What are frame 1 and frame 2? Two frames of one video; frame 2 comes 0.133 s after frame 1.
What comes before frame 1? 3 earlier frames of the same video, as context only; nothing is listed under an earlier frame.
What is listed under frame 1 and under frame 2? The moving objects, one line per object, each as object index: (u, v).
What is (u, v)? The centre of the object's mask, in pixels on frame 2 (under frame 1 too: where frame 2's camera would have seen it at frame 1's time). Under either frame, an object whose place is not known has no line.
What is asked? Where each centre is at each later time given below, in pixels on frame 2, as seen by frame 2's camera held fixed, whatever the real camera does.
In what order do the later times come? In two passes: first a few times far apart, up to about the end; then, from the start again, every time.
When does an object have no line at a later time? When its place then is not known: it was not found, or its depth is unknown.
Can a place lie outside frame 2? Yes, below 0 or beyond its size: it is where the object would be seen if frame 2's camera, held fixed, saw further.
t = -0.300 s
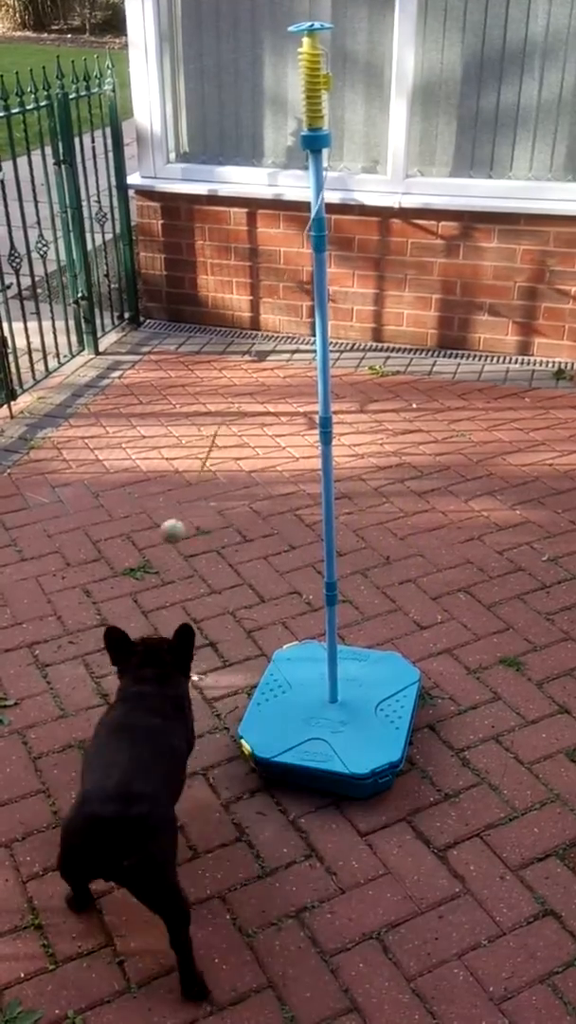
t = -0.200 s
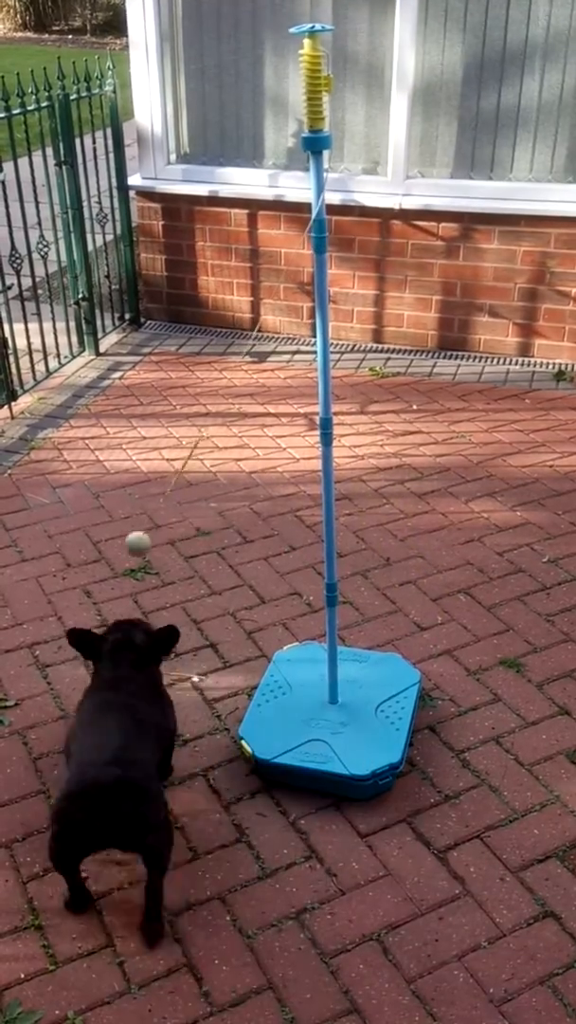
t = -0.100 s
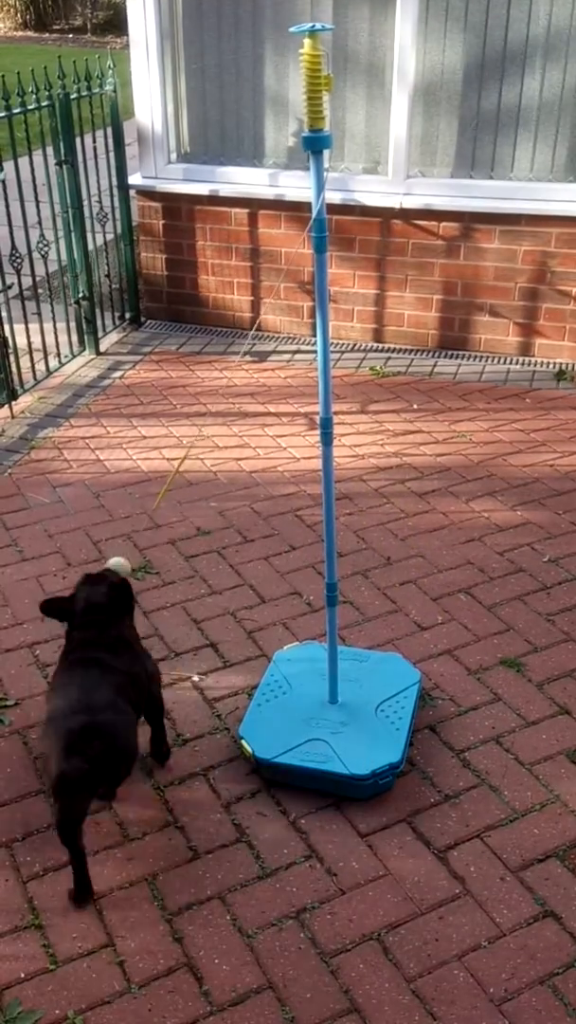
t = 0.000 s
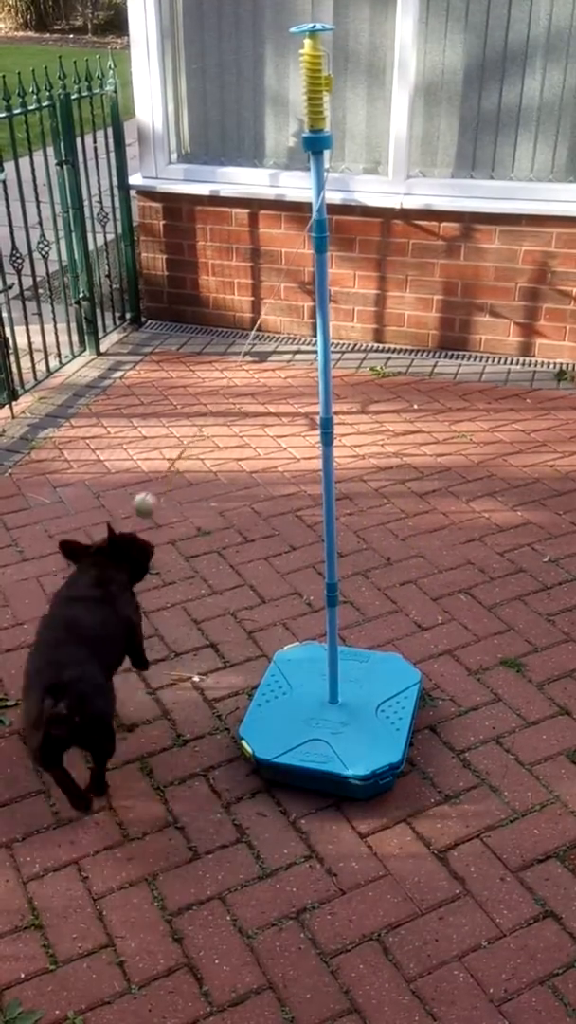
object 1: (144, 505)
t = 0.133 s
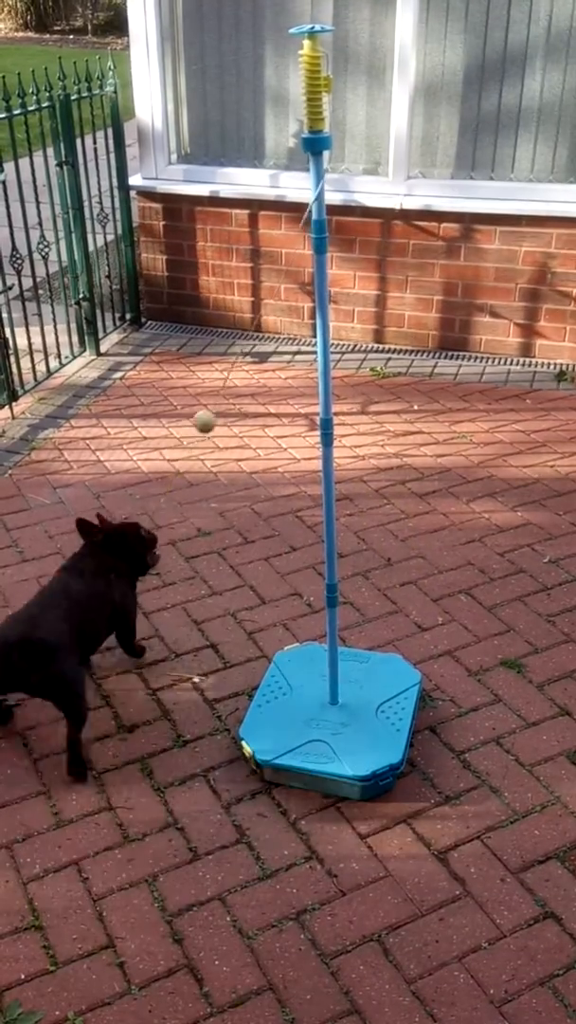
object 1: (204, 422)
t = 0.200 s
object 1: (240, 389)
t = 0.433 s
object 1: (379, 368)
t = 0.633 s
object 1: (475, 459)
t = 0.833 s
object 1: (512, 626)
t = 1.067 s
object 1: (363, 779)
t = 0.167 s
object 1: (222, 404)
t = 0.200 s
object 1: (240, 389)
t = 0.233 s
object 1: (260, 378)
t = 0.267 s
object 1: (280, 366)
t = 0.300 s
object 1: (300, 360)
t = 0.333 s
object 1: (313, 359)
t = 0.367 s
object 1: (340, 357)
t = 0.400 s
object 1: (359, 360)
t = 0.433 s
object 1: (379, 368)
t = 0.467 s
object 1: (397, 373)
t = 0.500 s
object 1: (413, 386)
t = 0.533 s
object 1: (429, 399)
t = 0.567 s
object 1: (444, 416)
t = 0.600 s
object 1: (460, 435)
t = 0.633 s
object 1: (475, 459)
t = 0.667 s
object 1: (488, 482)
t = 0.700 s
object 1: (499, 509)
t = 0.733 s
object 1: (506, 537)
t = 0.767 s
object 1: (511, 566)
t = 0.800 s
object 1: (514, 596)
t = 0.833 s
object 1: (512, 626)
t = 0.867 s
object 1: (506, 655)
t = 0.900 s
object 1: (497, 685)
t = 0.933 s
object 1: (481, 712)
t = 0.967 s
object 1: (458, 733)
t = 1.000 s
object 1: (431, 753)
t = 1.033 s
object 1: (400, 769)
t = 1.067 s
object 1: (363, 779)
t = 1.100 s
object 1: (322, 781)
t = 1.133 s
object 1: (280, 780)
